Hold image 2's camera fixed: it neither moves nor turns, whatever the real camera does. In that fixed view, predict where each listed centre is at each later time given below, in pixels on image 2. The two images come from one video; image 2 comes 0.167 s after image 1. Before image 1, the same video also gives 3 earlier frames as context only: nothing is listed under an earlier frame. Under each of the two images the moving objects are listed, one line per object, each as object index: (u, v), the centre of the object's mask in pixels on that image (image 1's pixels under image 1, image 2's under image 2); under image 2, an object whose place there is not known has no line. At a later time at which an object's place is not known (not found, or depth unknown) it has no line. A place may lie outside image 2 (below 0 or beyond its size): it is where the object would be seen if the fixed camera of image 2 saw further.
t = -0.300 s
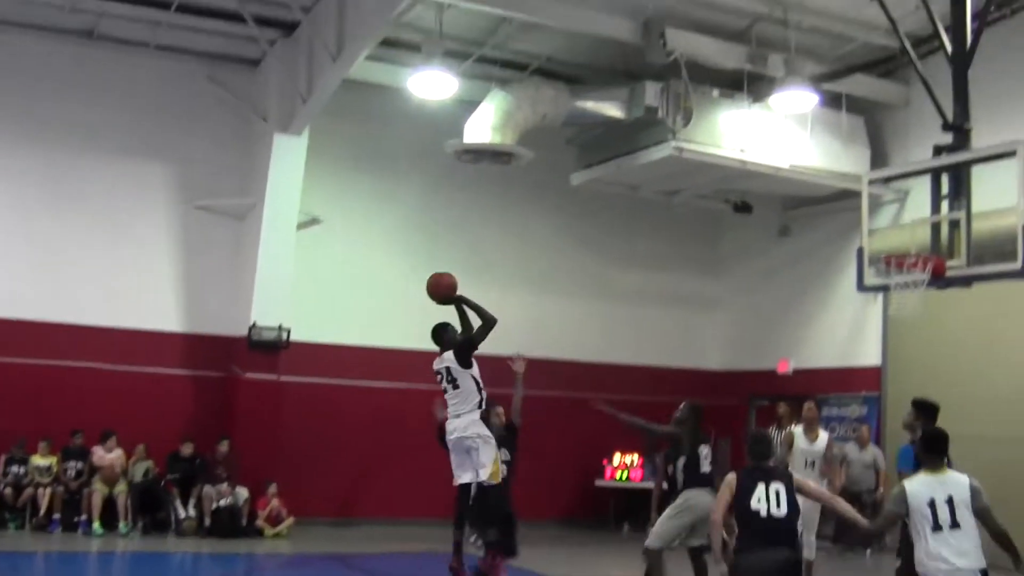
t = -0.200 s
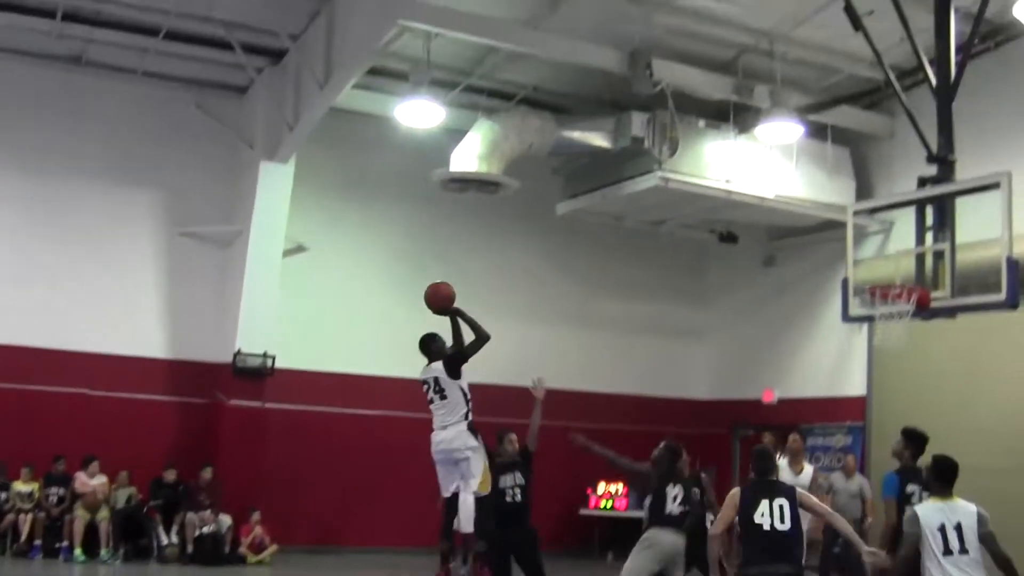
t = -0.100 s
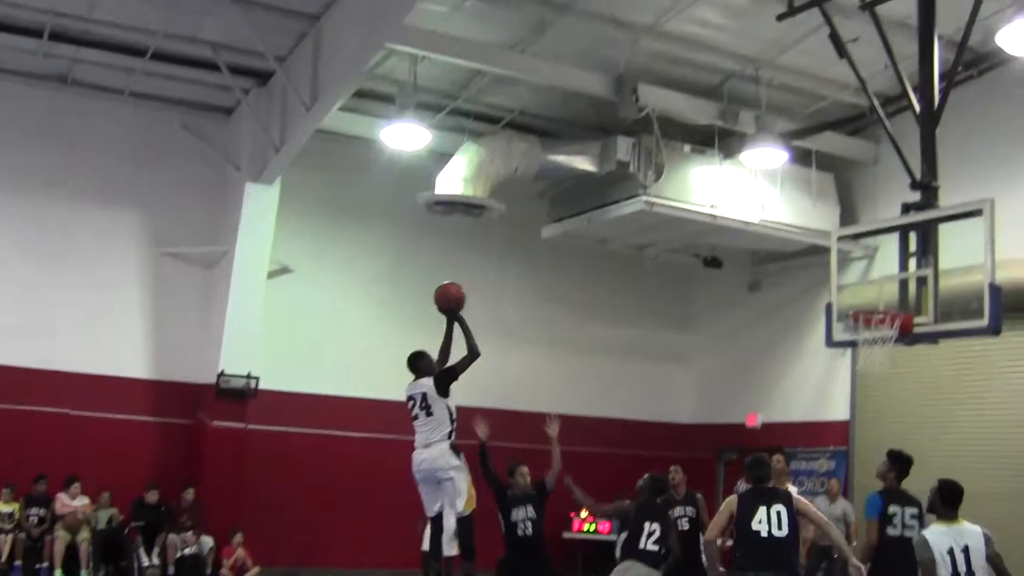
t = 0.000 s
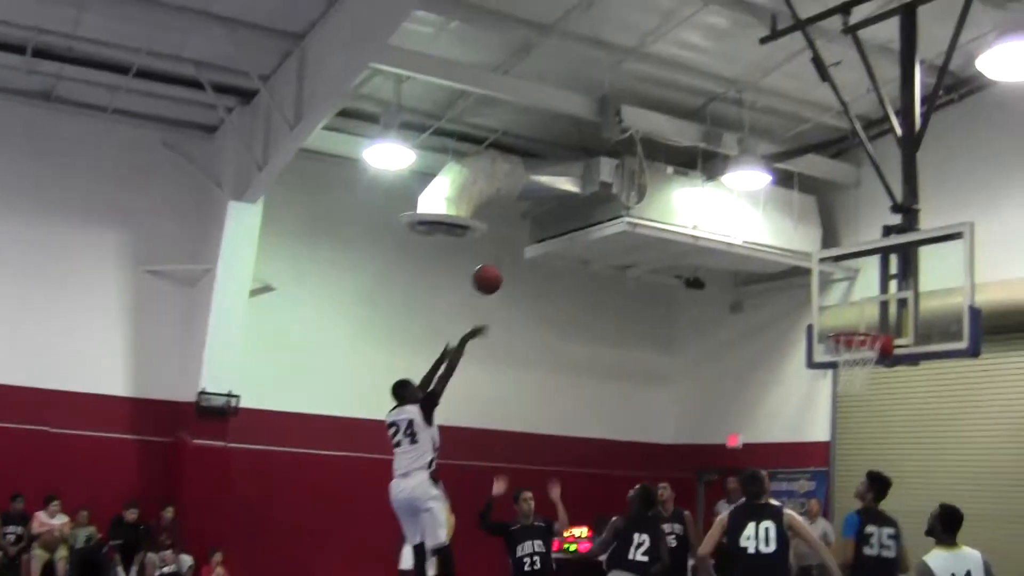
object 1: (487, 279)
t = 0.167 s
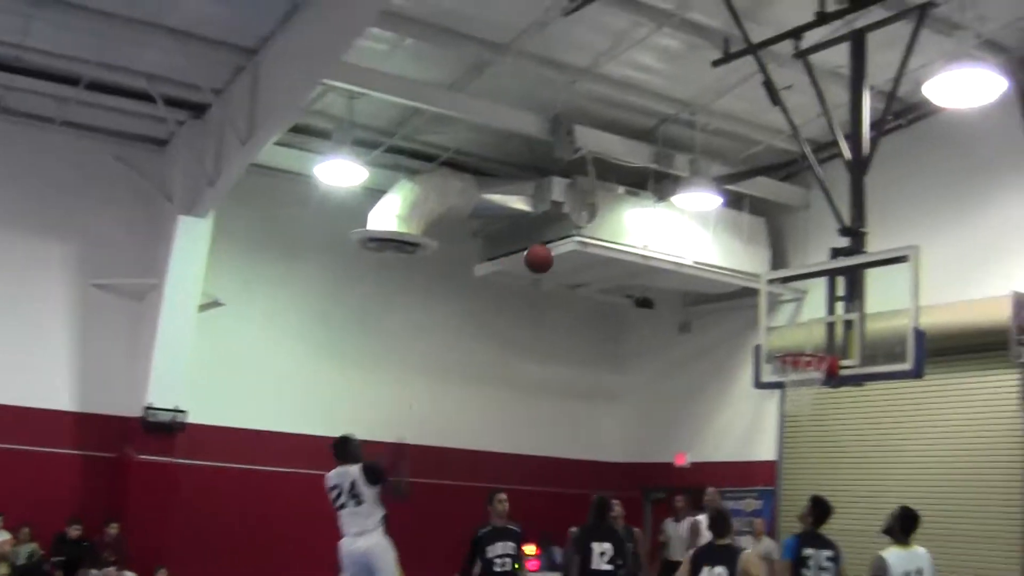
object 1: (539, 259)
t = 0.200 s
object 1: (558, 255)
